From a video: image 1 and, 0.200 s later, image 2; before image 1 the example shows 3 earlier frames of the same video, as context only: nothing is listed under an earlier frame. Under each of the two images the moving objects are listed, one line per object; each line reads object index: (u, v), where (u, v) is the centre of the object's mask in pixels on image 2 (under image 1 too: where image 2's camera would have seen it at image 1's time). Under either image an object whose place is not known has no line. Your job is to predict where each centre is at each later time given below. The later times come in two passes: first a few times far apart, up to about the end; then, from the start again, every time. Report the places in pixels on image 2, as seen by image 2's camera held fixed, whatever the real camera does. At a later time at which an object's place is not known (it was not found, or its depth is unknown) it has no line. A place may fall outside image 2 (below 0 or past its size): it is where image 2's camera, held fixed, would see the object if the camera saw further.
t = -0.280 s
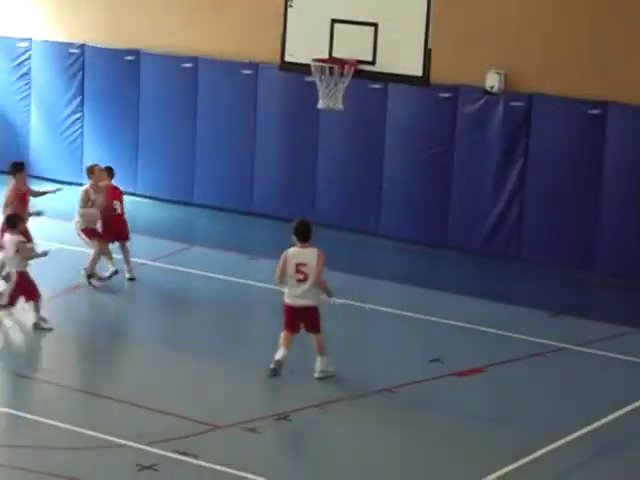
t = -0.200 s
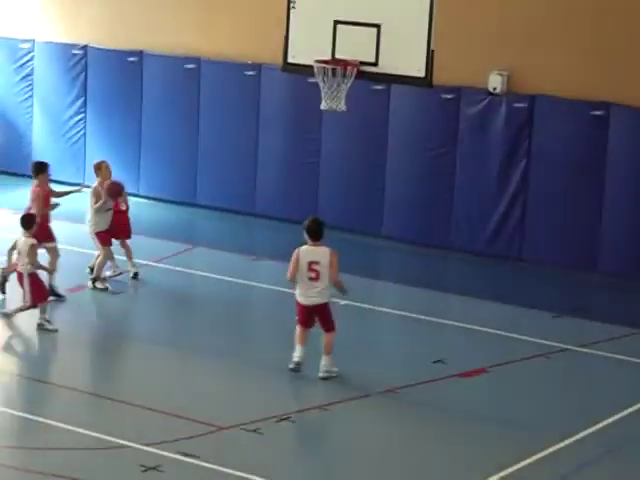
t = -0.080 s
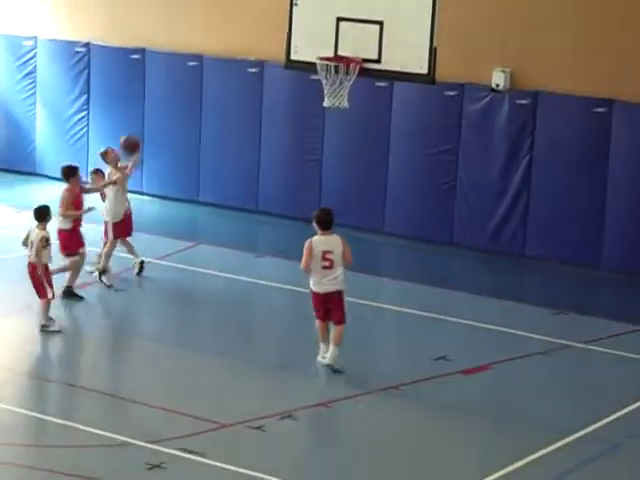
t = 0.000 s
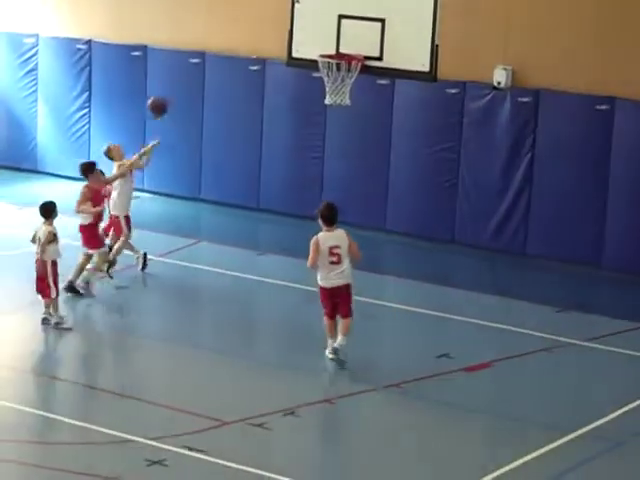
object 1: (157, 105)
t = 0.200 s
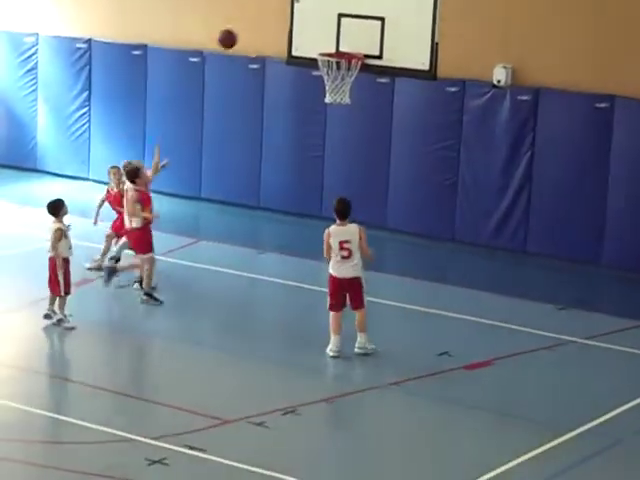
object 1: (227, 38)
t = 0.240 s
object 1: (241, 29)
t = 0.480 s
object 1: (320, 8)
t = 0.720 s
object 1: (334, 49)
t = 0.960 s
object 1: (334, 98)
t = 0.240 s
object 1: (241, 29)
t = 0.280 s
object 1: (254, 22)
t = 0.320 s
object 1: (267, 16)
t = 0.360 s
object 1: (280, 12)
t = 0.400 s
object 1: (294, 9)
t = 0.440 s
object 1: (307, 8)
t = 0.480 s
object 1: (320, 8)
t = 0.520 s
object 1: (329, 10)
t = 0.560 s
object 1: (330, 15)
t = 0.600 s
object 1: (331, 21)
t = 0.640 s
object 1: (332, 29)
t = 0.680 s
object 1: (333, 38)
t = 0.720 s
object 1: (334, 49)
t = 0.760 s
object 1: (335, 61)
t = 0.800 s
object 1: (337, 74)
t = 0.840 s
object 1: (337, 80)
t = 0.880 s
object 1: (336, 84)
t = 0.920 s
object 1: (336, 88)
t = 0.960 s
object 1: (334, 98)
